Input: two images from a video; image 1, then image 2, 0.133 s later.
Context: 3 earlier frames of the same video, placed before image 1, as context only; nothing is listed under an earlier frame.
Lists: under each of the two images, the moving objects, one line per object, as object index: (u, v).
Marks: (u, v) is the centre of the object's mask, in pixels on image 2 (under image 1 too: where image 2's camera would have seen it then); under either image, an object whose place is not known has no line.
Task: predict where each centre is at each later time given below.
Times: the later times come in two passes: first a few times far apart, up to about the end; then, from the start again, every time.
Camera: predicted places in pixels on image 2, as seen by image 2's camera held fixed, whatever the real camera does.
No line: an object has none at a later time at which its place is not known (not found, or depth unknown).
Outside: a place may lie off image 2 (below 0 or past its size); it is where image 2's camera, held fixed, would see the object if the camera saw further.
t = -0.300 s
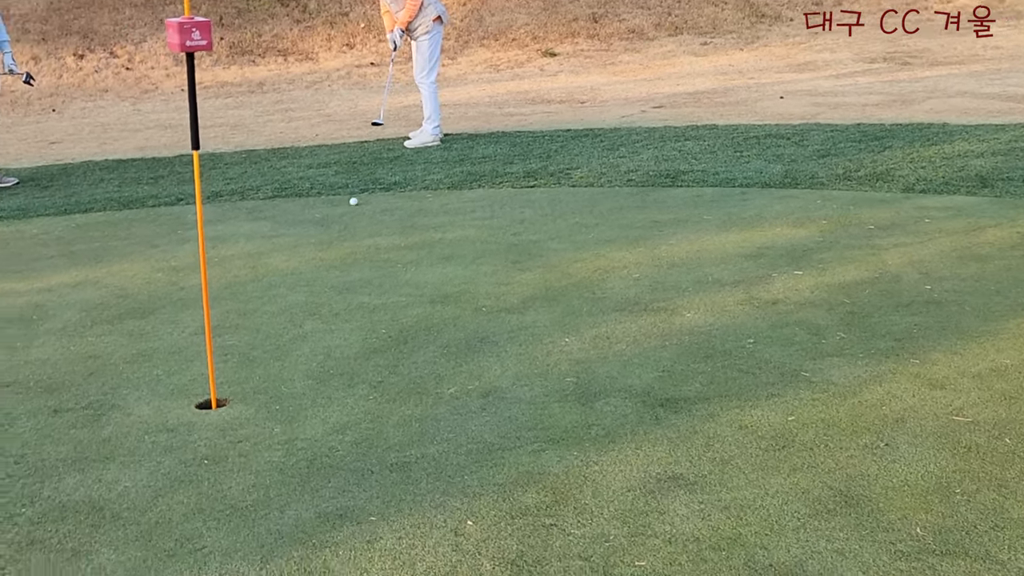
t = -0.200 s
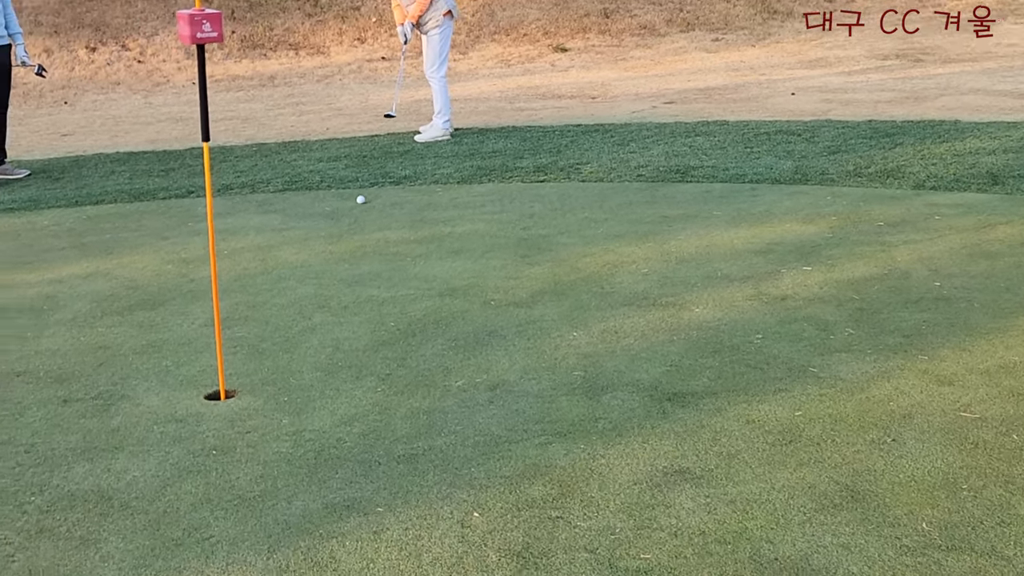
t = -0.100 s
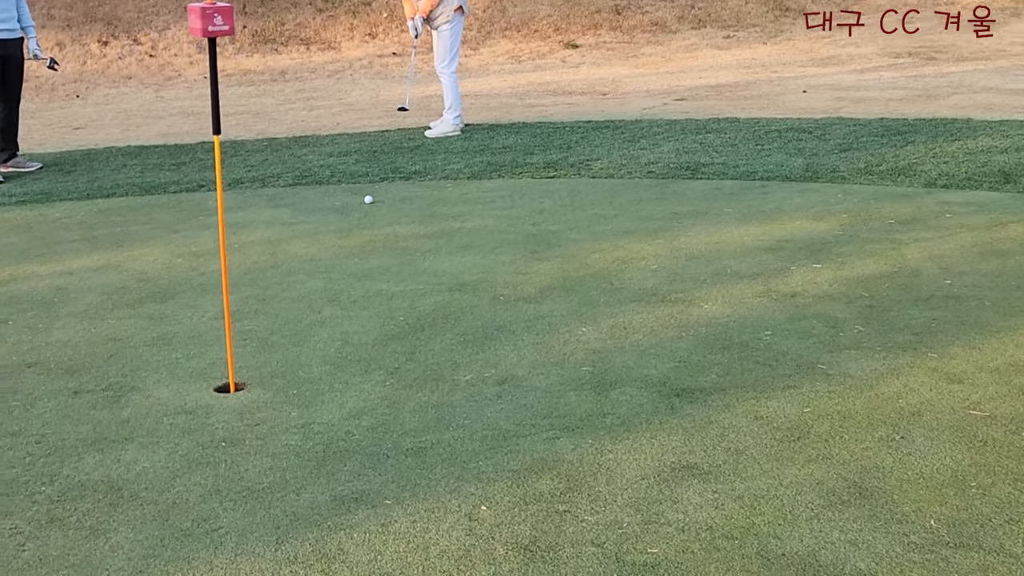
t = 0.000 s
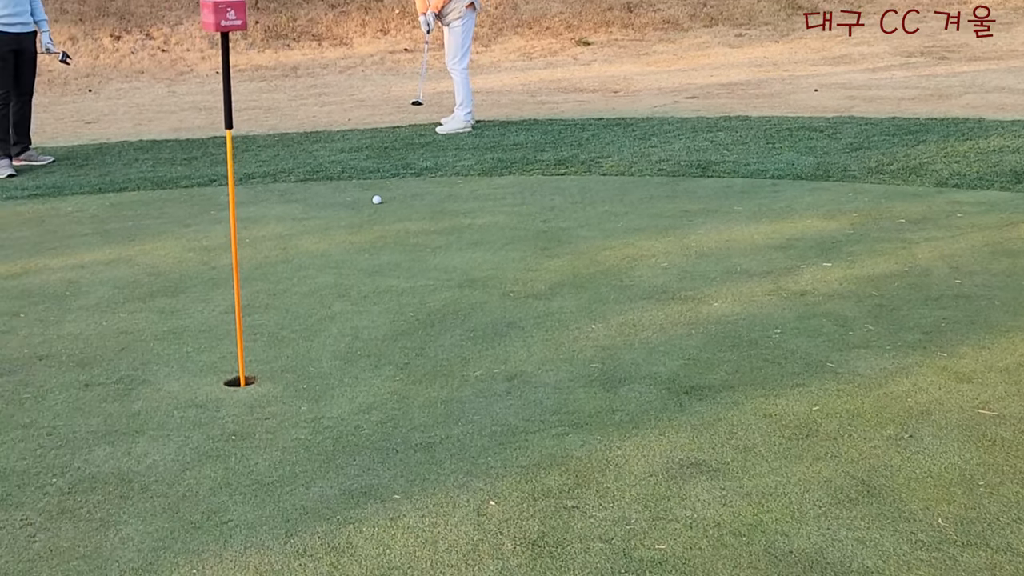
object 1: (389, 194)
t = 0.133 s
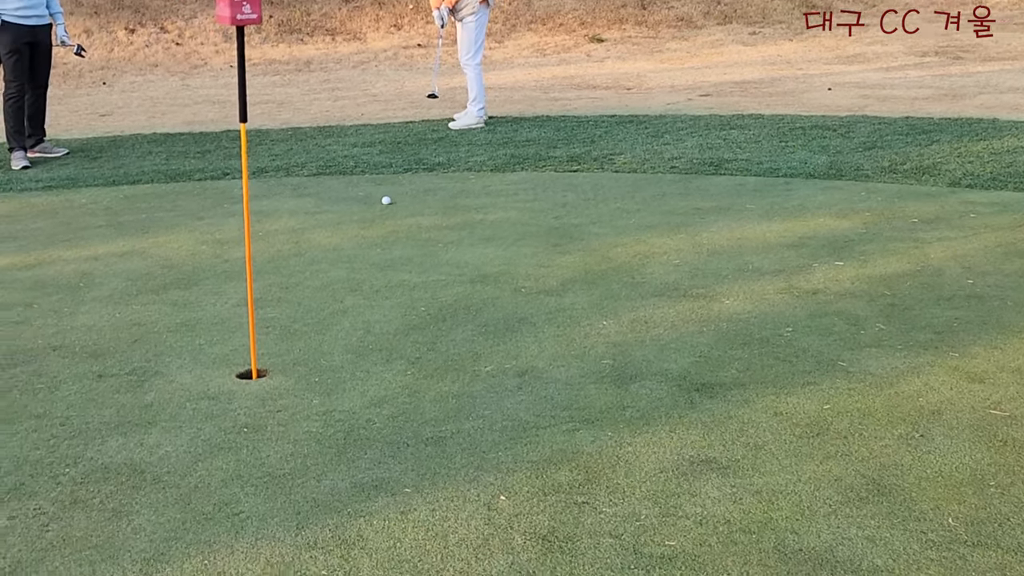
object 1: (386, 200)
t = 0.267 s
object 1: (383, 206)
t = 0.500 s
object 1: (379, 216)
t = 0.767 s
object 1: (373, 225)
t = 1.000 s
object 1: (366, 232)
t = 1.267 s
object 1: (357, 238)
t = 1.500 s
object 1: (350, 241)
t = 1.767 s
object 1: (345, 242)
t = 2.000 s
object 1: (344, 243)
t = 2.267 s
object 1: (343, 243)
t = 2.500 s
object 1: (343, 243)
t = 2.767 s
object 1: (342, 243)
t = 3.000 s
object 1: (341, 243)
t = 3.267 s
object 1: (341, 243)
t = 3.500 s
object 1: (341, 243)
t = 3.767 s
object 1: (341, 243)
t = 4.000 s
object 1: (341, 243)
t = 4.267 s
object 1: (341, 243)
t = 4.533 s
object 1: (341, 243)
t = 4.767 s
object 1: (341, 242)
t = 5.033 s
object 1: (340, 243)
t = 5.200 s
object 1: (340, 243)
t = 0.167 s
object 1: (385, 201)
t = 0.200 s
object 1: (385, 203)
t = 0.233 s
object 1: (384, 204)
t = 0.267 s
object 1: (383, 206)
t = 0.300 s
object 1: (383, 208)
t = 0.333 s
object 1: (382, 209)
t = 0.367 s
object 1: (381, 210)
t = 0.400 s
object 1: (381, 212)
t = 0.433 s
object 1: (380, 213)
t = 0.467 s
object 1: (380, 214)
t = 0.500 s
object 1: (379, 216)
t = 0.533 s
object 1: (378, 217)
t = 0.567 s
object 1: (377, 218)
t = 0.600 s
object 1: (377, 219)
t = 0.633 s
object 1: (376, 220)
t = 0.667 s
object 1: (375, 221)
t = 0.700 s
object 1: (375, 222)
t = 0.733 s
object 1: (374, 223)
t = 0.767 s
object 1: (373, 225)
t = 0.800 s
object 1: (372, 226)
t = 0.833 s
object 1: (371, 227)
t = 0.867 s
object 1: (370, 228)
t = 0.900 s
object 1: (369, 229)
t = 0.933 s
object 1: (368, 230)
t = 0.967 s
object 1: (367, 231)
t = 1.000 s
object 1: (366, 232)
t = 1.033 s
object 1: (365, 233)
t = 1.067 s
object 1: (364, 233)
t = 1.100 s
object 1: (363, 234)
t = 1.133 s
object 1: (361, 235)
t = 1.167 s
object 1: (360, 236)
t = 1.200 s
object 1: (359, 236)
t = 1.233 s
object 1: (358, 237)
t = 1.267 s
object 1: (357, 238)
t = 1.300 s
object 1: (356, 238)
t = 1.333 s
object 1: (355, 239)
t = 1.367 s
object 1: (354, 239)
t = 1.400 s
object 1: (353, 240)
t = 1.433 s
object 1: (352, 240)
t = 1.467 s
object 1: (351, 241)
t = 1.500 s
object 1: (350, 241)
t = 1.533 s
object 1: (349, 241)
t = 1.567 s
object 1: (348, 241)
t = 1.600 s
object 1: (348, 242)
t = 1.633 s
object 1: (347, 242)
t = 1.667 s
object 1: (346, 242)
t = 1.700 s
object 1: (346, 242)
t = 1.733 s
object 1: (346, 242)
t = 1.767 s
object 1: (345, 242)
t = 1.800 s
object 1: (345, 242)
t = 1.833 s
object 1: (345, 242)
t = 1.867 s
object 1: (345, 243)
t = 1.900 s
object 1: (344, 243)
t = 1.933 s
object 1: (344, 243)
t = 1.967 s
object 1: (344, 243)
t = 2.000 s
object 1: (344, 243)
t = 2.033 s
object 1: (344, 243)
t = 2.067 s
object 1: (344, 243)
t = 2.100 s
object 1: (343, 243)
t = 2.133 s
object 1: (343, 242)
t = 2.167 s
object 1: (343, 243)
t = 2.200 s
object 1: (343, 243)
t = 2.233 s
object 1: (343, 243)
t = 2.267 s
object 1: (343, 243)
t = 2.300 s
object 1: (343, 243)
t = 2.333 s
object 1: (343, 243)
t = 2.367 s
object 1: (343, 243)
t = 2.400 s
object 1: (343, 243)
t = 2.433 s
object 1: (343, 243)
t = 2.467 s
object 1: (343, 243)
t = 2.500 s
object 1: (343, 243)
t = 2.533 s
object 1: (342, 243)
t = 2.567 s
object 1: (342, 243)
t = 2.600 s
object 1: (342, 243)
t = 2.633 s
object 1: (342, 243)
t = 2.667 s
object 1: (342, 243)
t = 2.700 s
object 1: (342, 243)
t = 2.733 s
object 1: (342, 243)
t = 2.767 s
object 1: (342, 243)
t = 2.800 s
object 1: (342, 243)
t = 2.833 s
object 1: (342, 243)
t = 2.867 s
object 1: (342, 243)
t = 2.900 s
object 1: (341, 243)
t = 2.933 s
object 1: (341, 243)
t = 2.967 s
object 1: (341, 243)
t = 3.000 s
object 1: (341, 243)
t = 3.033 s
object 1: (341, 243)
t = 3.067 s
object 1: (341, 243)
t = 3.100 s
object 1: (341, 243)
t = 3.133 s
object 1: (341, 243)
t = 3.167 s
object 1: (341, 243)
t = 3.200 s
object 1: (341, 243)
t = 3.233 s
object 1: (341, 243)
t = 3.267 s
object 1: (341, 243)
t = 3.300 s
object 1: (341, 243)
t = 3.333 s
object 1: (341, 243)
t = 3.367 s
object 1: (341, 243)
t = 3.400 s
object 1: (341, 243)
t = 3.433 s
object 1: (341, 243)
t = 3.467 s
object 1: (341, 243)
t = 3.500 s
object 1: (341, 243)
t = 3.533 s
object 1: (341, 243)
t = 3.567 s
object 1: (341, 243)
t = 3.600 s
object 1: (341, 243)
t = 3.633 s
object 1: (341, 243)
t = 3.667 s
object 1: (341, 243)
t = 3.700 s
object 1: (341, 243)
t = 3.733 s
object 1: (341, 243)
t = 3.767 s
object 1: (341, 243)
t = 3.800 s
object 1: (341, 243)
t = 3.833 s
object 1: (341, 243)
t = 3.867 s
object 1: (341, 243)
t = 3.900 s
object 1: (341, 243)
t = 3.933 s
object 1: (341, 243)
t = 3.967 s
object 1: (341, 243)
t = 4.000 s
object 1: (341, 243)
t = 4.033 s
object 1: (341, 243)
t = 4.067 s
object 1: (341, 243)
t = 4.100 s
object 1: (341, 243)
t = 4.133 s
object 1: (341, 243)
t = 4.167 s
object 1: (341, 243)
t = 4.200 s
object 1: (341, 243)
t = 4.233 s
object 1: (341, 243)
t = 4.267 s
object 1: (341, 243)
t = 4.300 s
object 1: (341, 243)
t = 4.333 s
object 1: (341, 243)
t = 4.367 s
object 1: (341, 242)
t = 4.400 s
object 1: (341, 243)
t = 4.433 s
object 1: (341, 243)
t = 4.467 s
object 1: (341, 243)
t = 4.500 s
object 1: (341, 243)
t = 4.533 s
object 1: (341, 243)
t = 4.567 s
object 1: (340, 243)
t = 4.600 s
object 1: (340, 243)
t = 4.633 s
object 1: (341, 243)
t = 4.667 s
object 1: (341, 243)
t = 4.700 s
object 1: (340, 243)
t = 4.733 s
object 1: (341, 242)
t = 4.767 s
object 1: (341, 242)
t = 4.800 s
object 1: (340, 243)
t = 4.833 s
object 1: (340, 243)
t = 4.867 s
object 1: (341, 243)
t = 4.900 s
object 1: (341, 243)
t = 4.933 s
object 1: (340, 243)
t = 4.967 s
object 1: (340, 243)
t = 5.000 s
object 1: (340, 243)
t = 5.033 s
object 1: (340, 243)
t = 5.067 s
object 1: (340, 243)
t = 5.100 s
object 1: (340, 243)
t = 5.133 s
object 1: (340, 243)
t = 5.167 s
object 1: (340, 243)
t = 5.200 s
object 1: (340, 243)
